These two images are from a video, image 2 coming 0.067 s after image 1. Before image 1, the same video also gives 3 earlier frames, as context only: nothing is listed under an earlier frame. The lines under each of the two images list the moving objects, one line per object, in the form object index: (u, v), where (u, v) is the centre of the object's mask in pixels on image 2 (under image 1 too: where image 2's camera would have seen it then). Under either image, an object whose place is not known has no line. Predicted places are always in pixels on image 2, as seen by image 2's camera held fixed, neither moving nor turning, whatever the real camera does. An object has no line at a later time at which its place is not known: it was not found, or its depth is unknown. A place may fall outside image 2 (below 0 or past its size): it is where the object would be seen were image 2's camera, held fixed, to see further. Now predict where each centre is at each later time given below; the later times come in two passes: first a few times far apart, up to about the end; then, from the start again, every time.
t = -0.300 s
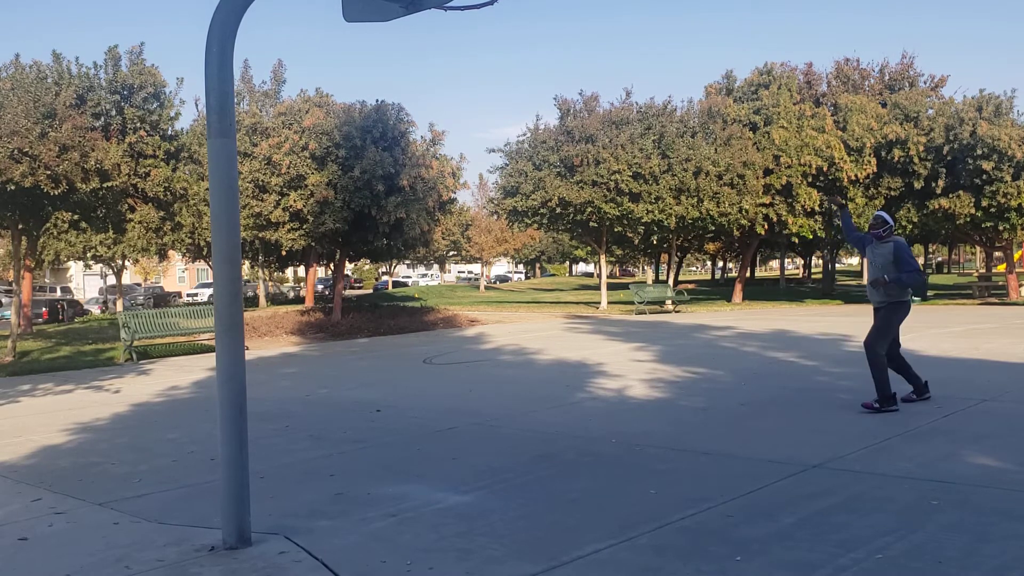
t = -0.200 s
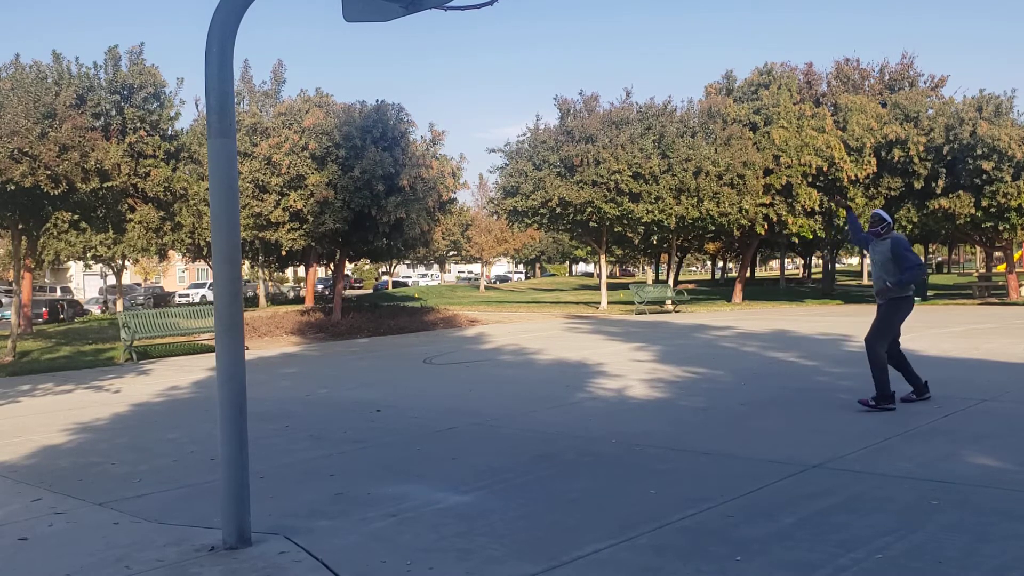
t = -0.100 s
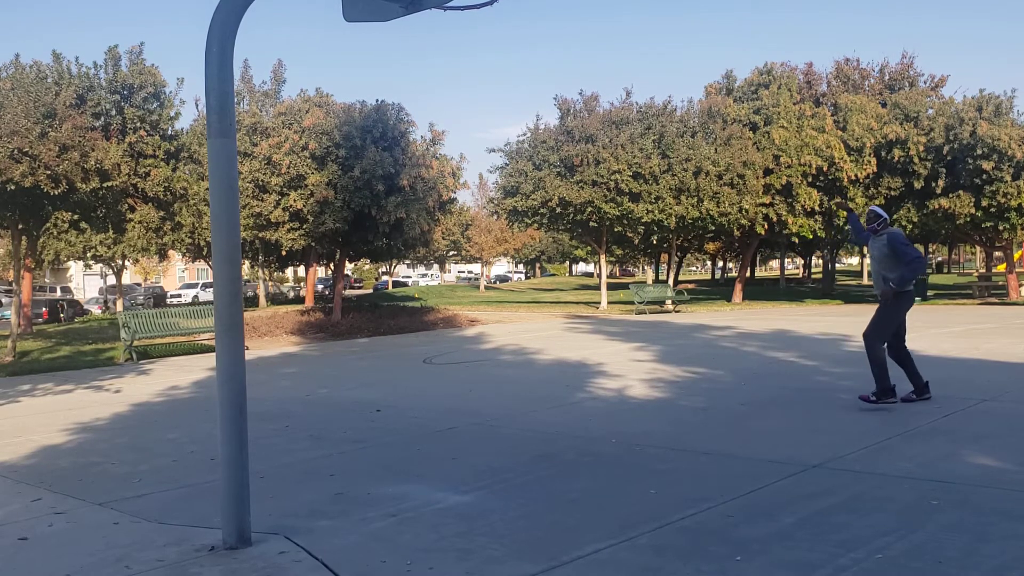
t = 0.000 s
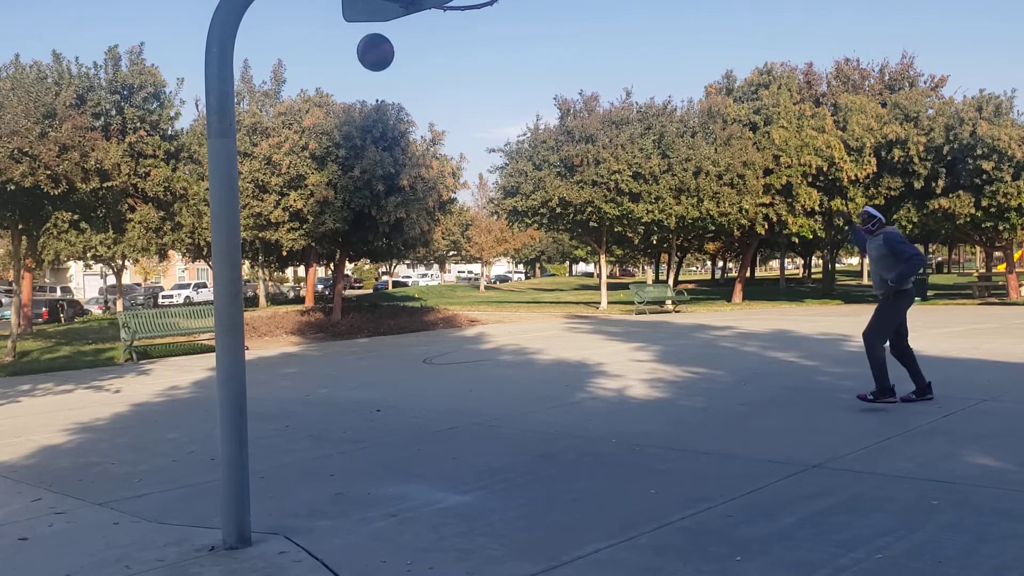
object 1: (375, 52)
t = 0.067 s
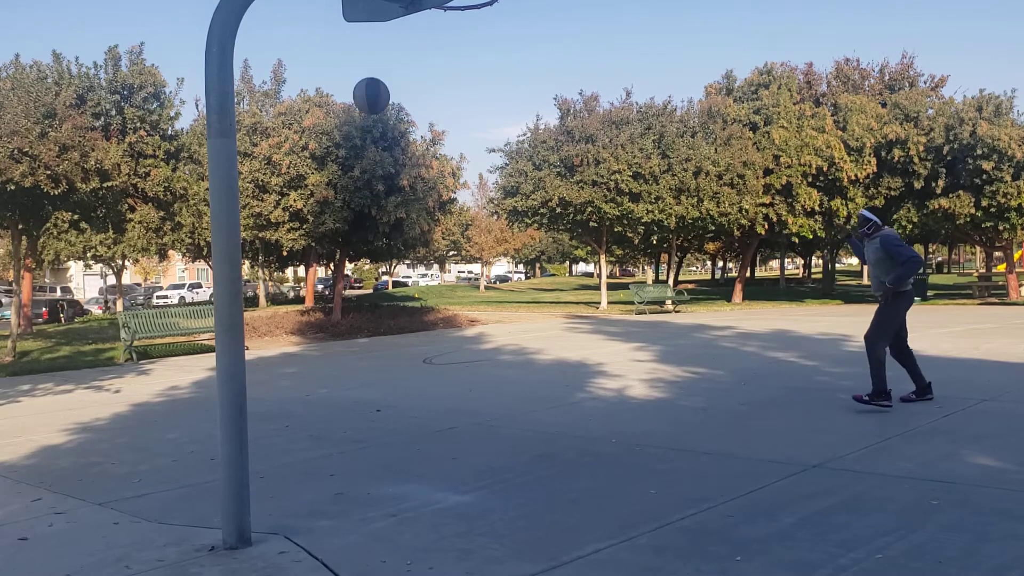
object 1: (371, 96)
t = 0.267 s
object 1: (361, 260)
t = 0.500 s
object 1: (346, 418)
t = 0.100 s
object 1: (370, 119)
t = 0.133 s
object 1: (367, 146)
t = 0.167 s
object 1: (366, 172)
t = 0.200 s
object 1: (366, 201)
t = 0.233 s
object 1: (362, 230)
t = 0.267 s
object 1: (361, 260)
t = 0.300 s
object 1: (359, 292)
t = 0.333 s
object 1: (358, 326)
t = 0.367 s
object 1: (357, 361)
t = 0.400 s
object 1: (356, 398)
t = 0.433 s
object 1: (356, 437)
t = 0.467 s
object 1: (353, 447)
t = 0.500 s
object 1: (346, 418)
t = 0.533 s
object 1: (339, 391)
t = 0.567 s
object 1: (332, 364)
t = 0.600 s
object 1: (325, 340)
